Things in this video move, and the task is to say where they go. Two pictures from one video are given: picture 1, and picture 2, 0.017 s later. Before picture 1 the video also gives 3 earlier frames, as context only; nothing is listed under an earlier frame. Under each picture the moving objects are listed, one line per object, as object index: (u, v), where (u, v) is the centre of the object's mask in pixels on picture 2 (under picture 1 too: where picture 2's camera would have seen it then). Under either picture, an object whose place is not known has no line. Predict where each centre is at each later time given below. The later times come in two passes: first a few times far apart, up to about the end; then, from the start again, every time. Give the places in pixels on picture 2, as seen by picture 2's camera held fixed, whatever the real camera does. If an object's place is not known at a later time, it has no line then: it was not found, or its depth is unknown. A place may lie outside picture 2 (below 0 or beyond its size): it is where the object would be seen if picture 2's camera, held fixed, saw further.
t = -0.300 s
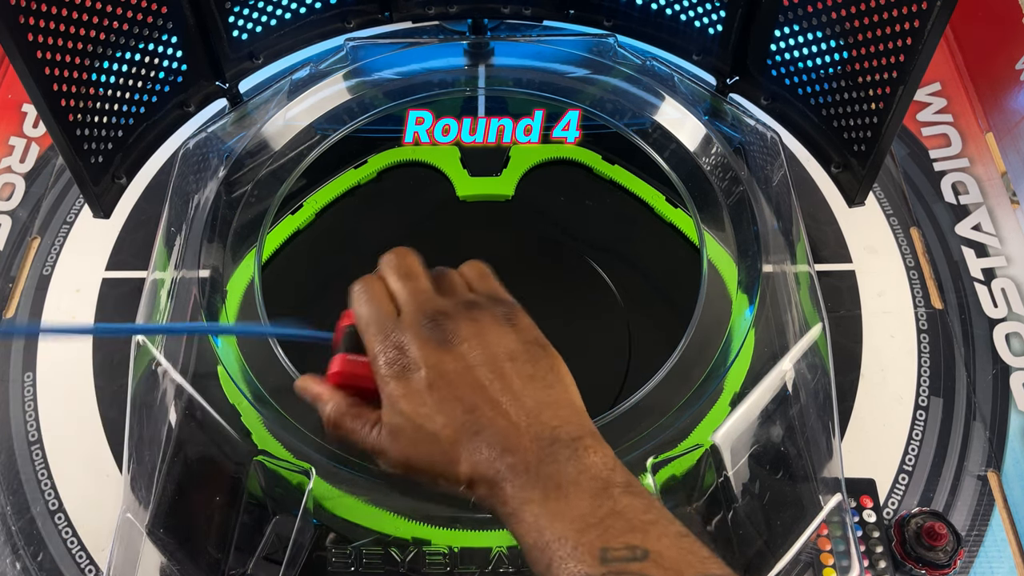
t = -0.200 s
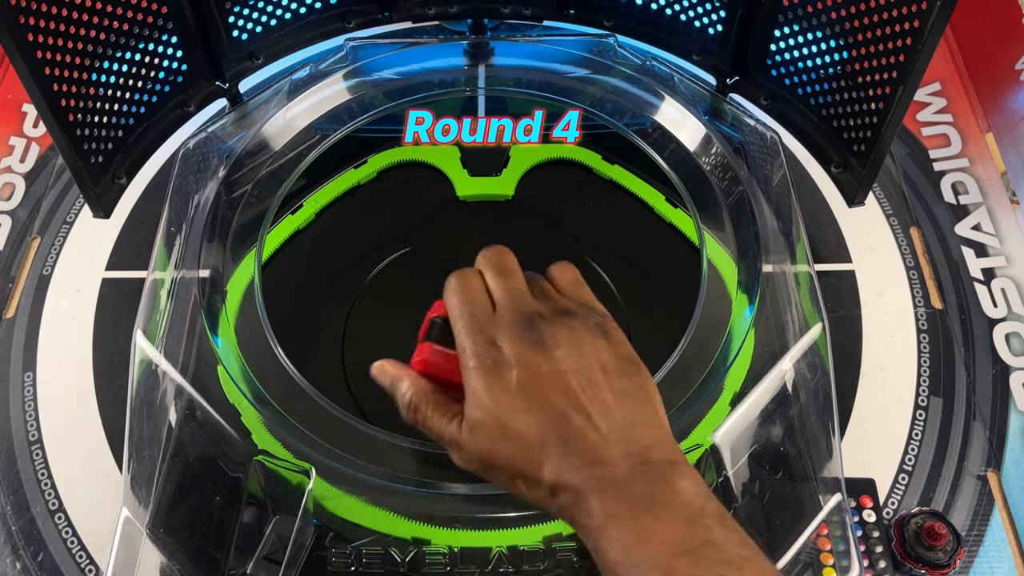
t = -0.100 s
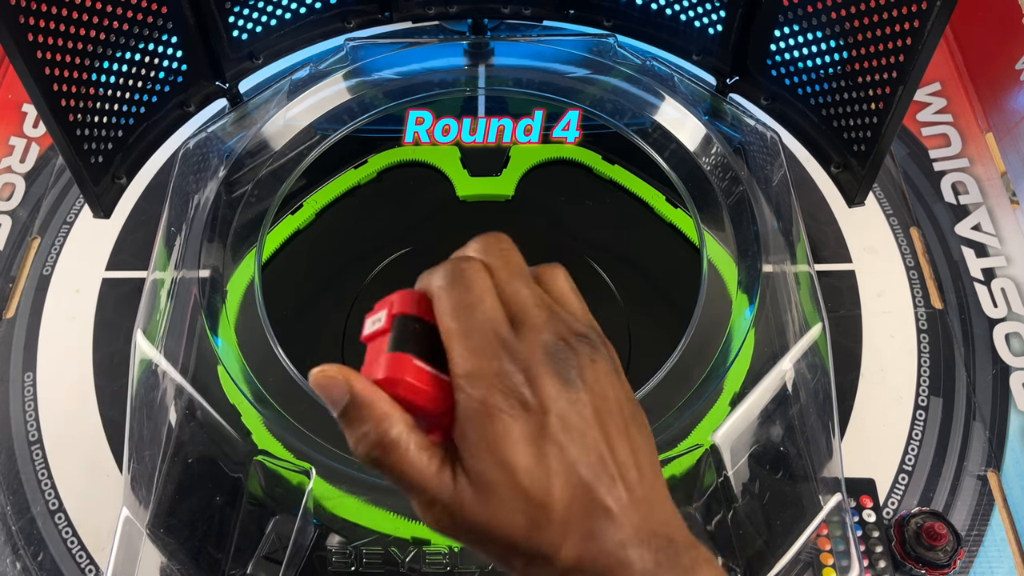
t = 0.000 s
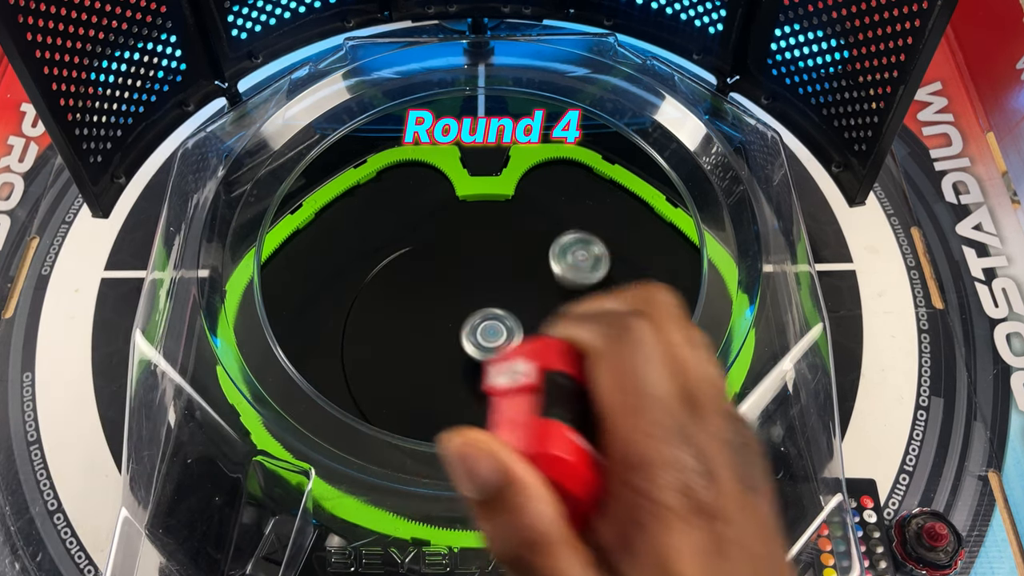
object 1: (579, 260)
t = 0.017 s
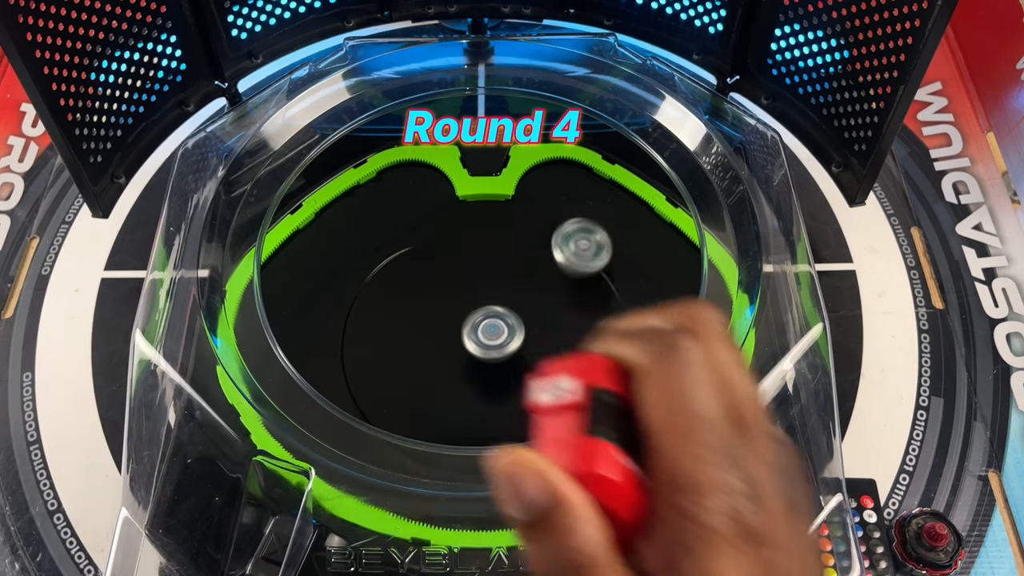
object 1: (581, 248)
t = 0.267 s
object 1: (541, 162)
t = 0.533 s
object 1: (467, 280)
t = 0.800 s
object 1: (452, 331)
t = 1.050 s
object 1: (541, 182)
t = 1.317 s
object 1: (527, 354)
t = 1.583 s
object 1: (429, 497)
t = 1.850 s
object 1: (406, 437)
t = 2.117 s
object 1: (505, 277)
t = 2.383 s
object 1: (574, 185)
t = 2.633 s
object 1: (569, 174)
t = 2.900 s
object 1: (524, 244)
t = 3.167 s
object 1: (499, 393)
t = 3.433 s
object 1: (474, 423)
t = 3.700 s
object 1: (488, 314)
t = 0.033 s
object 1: (583, 235)
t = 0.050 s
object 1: (582, 225)
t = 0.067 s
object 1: (580, 216)
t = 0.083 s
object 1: (579, 210)
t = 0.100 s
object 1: (577, 201)
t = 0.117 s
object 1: (574, 193)
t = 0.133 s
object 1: (571, 187)
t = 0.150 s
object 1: (568, 179)
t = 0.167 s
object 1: (566, 172)
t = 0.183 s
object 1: (562, 165)
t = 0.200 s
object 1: (558, 158)
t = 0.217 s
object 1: (554, 152)
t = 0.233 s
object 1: (550, 149)
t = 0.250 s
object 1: (545, 156)
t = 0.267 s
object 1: (541, 162)
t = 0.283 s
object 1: (536, 170)
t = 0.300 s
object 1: (532, 178)
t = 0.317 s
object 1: (527, 186)
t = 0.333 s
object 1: (523, 195)
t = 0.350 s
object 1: (518, 204)
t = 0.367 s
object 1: (513, 214)
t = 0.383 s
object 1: (507, 225)
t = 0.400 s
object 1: (501, 236)
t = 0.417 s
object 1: (495, 248)
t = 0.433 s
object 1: (490, 260)
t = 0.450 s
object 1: (485, 267)
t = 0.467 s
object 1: (481, 269)
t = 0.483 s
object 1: (477, 272)
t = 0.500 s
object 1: (474, 274)
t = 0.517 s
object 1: (470, 277)
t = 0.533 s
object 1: (467, 280)
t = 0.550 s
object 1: (463, 282)
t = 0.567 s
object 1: (460, 285)
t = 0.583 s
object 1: (457, 289)
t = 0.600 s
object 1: (455, 292)
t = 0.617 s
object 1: (452, 295)
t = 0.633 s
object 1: (451, 298)
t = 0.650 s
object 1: (449, 302)
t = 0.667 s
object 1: (447, 305)
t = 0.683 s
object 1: (447, 308)
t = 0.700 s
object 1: (446, 312)
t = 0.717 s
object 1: (446, 315)
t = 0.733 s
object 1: (447, 319)
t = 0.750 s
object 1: (447, 322)
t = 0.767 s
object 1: (448, 325)
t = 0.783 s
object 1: (450, 328)
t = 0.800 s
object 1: (452, 331)
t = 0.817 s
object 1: (454, 334)
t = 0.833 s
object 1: (458, 336)
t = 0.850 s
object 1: (461, 338)
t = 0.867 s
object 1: (464, 340)
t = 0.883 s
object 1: (468, 342)
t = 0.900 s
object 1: (473, 344)
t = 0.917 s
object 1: (478, 344)
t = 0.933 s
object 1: (485, 331)
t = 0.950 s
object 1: (495, 306)
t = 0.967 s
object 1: (504, 285)
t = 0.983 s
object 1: (512, 262)
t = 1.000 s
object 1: (520, 241)
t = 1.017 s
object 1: (528, 220)
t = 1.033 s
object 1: (535, 200)
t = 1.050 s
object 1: (541, 182)
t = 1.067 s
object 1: (547, 165)
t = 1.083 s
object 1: (553, 149)
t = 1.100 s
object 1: (554, 154)
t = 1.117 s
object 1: (554, 167)
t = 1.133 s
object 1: (554, 181)
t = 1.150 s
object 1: (554, 194)
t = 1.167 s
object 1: (553, 207)
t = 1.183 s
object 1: (552, 222)
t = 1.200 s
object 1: (551, 238)
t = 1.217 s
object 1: (549, 254)
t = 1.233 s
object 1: (547, 271)
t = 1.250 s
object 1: (544, 287)
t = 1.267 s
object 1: (541, 304)
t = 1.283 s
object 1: (537, 321)
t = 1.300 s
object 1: (532, 338)
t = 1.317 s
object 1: (527, 354)
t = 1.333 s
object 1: (522, 371)
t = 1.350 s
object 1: (516, 387)
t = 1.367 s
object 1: (510, 403)
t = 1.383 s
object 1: (504, 415)
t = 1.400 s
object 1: (497, 424)
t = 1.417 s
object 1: (490, 445)
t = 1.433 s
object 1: (483, 453)
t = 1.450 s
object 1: (476, 458)
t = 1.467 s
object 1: (470, 465)
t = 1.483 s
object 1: (464, 473)
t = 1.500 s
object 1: (457, 483)
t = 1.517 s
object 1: (451, 486)
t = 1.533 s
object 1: (445, 488)
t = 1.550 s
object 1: (439, 493)
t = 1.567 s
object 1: (434, 495)
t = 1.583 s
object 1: (429, 497)
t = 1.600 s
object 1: (424, 498)
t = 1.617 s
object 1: (420, 498)
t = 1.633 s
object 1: (416, 498)
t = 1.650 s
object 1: (412, 497)
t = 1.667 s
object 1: (409, 495)
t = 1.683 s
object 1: (406, 493)
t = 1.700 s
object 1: (404, 490)
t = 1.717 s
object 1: (402, 485)
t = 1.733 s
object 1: (401, 481)
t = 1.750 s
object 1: (400, 477)
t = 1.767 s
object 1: (400, 472)
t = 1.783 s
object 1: (400, 465)
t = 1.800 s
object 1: (401, 457)
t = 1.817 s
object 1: (403, 447)
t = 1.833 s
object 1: (404, 443)
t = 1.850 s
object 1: (406, 437)
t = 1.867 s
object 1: (408, 430)
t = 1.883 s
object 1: (414, 416)
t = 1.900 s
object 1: (416, 411)
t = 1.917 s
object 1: (420, 404)
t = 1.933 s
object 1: (425, 394)
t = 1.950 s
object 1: (431, 383)
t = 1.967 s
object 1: (437, 372)
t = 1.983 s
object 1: (444, 362)
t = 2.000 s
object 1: (451, 351)
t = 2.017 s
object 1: (458, 339)
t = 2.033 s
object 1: (465, 329)
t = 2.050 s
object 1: (473, 318)
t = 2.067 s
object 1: (481, 307)
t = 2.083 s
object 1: (489, 297)
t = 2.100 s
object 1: (497, 286)
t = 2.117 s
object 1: (505, 277)
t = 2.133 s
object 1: (513, 267)
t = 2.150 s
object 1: (520, 258)
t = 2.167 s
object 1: (526, 249)
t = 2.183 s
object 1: (533, 241)
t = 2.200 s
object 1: (539, 234)
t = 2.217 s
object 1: (544, 227)
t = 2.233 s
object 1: (548, 221)
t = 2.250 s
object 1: (553, 216)
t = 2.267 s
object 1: (556, 211)
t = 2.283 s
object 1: (560, 206)
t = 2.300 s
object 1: (563, 202)
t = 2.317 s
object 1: (566, 198)
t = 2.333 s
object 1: (568, 194)
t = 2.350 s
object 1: (570, 190)
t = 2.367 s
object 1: (572, 188)
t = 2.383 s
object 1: (574, 185)
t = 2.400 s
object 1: (575, 182)
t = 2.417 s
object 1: (576, 180)
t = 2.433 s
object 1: (577, 177)
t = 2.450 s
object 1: (578, 176)
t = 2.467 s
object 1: (578, 174)
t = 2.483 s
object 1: (578, 173)
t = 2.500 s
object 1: (578, 172)
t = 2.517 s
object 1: (577, 171)
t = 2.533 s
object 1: (576, 171)
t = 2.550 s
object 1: (576, 171)
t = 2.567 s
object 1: (575, 171)
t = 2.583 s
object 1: (573, 171)
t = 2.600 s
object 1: (572, 172)
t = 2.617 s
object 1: (571, 172)
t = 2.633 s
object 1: (569, 174)
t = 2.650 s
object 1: (567, 176)
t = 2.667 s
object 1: (565, 178)
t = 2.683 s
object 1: (563, 181)
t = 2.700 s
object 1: (561, 183)
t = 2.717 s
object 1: (558, 186)
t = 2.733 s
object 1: (556, 189)
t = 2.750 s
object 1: (553, 192)
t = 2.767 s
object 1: (550, 197)
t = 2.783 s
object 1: (547, 202)
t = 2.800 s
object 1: (544, 206)
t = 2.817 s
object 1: (540, 212)
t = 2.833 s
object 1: (536, 218)
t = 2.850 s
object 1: (532, 224)
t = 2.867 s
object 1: (527, 231)
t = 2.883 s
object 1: (524, 238)
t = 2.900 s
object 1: (524, 244)
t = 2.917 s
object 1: (524, 253)
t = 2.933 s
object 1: (524, 264)
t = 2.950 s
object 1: (523, 273)
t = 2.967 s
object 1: (522, 282)
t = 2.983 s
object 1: (520, 292)
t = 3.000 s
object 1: (519, 302)
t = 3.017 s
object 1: (517, 311)
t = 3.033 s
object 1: (515, 321)
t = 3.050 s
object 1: (514, 331)
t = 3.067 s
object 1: (512, 340)
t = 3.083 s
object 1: (510, 349)
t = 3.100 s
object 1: (508, 359)
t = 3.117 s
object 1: (506, 368)
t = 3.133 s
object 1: (503, 376)
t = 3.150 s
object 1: (501, 385)
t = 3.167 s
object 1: (499, 393)
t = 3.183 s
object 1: (497, 400)
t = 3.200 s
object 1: (495, 407)
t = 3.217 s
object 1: (493, 413)
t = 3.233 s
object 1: (491, 417)
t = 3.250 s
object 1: (488, 420)
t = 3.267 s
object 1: (486, 422)
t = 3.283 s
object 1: (484, 424)
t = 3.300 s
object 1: (483, 426)
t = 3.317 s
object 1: (481, 427)
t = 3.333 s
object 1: (479, 427)
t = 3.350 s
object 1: (478, 427)
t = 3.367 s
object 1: (477, 427)
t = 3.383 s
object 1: (476, 427)
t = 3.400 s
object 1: (475, 426)
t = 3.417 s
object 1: (475, 425)
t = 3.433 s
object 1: (474, 423)
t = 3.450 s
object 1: (474, 421)
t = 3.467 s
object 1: (474, 417)
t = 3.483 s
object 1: (474, 413)
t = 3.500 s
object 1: (474, 407)
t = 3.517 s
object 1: (475, 401)
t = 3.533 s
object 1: (476, 394)
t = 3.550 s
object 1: (476, 386)
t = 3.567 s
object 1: (477, 379)
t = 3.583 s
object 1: (478, 371)
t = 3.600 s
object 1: (480, 363)
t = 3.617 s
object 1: (481, 354)
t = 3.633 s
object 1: (482, 346)
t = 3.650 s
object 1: (484, 338)
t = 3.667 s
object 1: (485, 330)
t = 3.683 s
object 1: (487, 322)
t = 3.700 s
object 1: (488, 314)
